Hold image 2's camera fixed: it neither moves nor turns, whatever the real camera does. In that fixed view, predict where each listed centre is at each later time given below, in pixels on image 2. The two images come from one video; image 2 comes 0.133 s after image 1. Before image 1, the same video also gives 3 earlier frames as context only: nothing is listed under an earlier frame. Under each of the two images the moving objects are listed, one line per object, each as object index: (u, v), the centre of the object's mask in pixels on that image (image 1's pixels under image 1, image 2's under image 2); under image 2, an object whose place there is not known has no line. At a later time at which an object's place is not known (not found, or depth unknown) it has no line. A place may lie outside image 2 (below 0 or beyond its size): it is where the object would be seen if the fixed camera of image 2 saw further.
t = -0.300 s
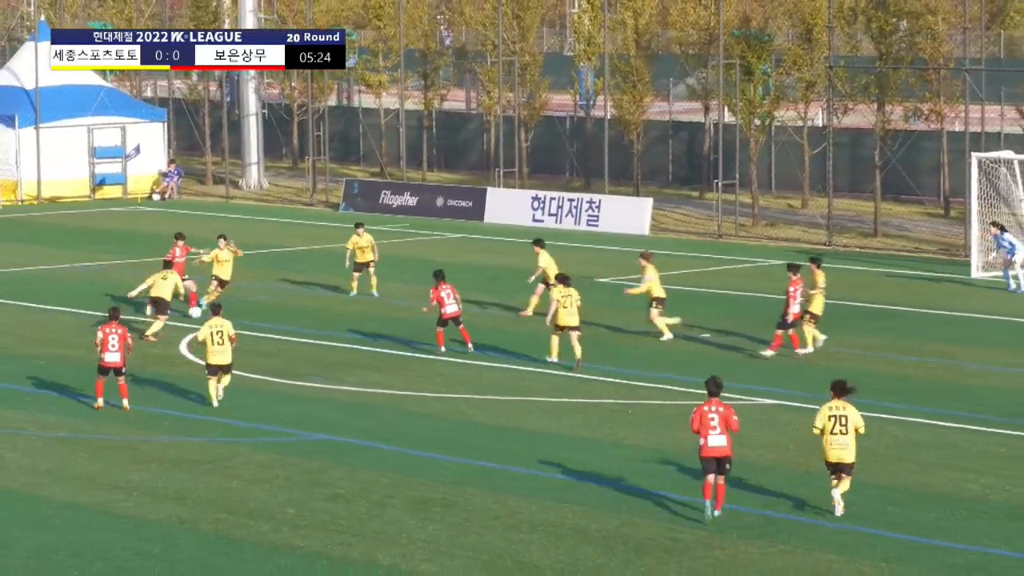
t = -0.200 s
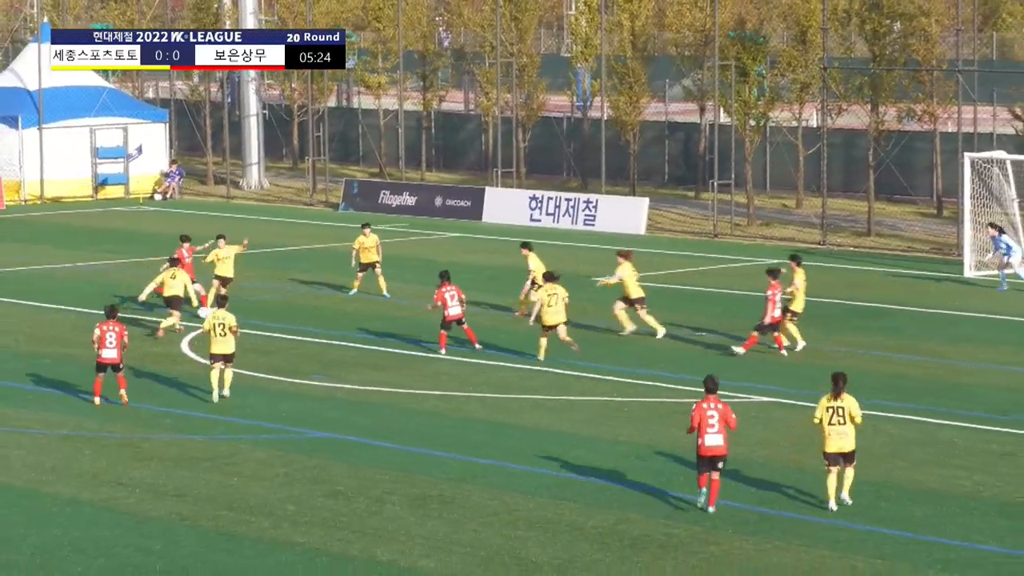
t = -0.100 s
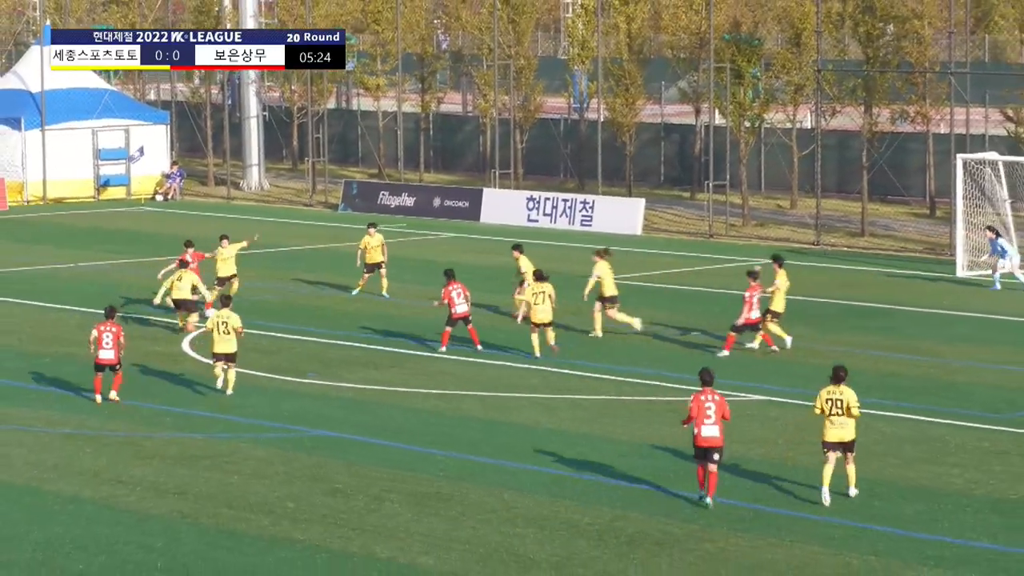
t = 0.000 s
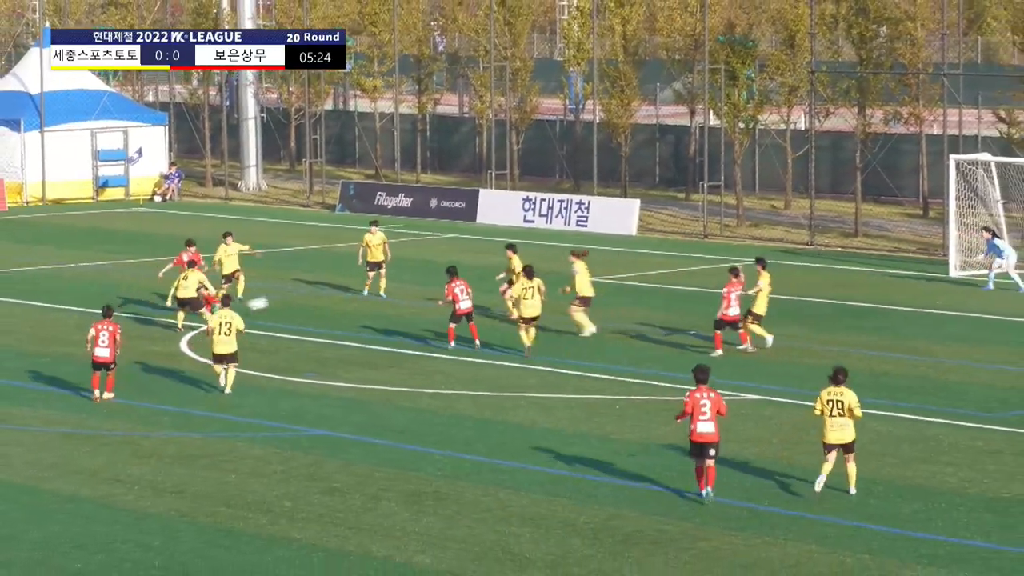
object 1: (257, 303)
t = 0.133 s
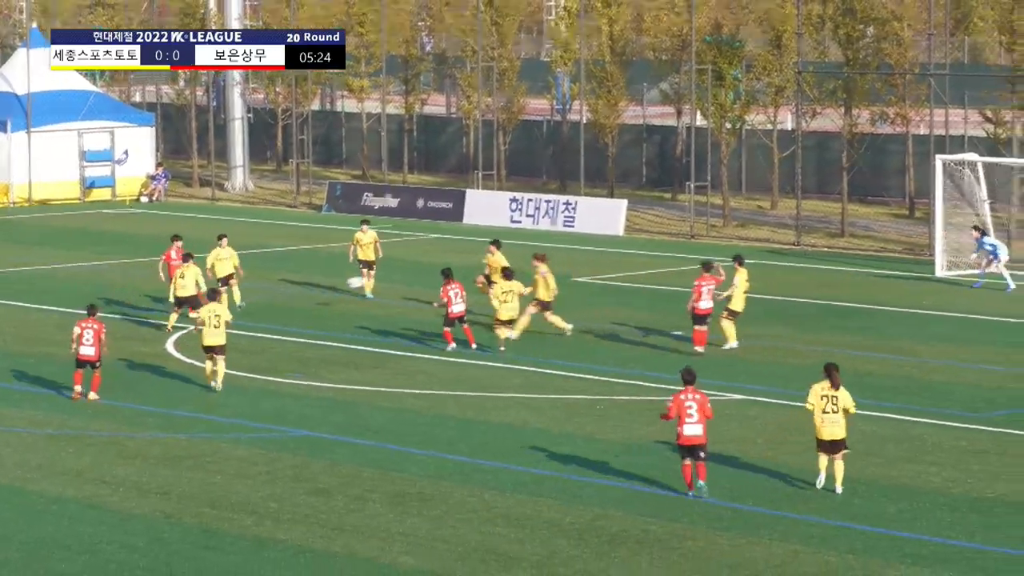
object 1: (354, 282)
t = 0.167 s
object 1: (383, 278)
